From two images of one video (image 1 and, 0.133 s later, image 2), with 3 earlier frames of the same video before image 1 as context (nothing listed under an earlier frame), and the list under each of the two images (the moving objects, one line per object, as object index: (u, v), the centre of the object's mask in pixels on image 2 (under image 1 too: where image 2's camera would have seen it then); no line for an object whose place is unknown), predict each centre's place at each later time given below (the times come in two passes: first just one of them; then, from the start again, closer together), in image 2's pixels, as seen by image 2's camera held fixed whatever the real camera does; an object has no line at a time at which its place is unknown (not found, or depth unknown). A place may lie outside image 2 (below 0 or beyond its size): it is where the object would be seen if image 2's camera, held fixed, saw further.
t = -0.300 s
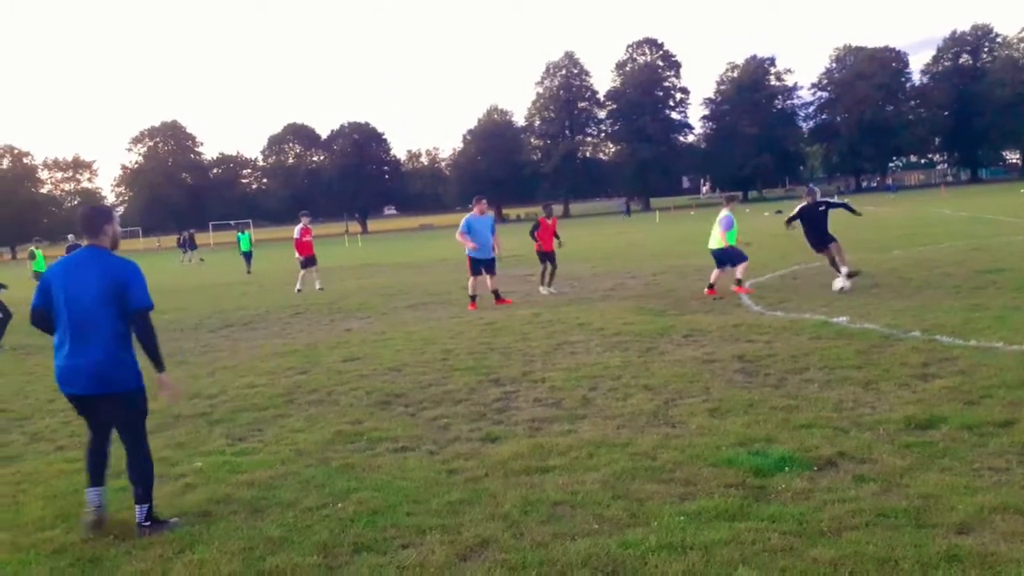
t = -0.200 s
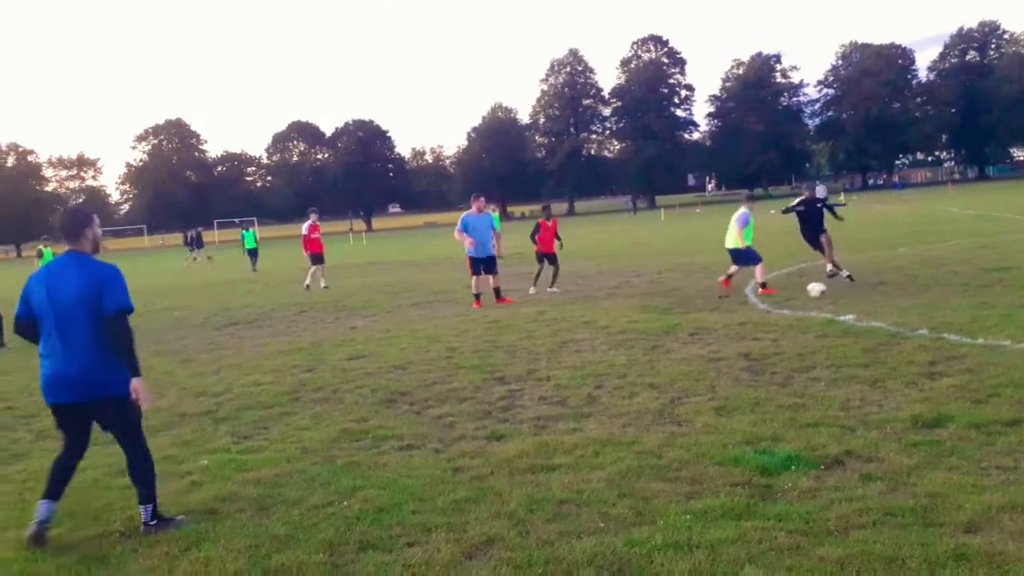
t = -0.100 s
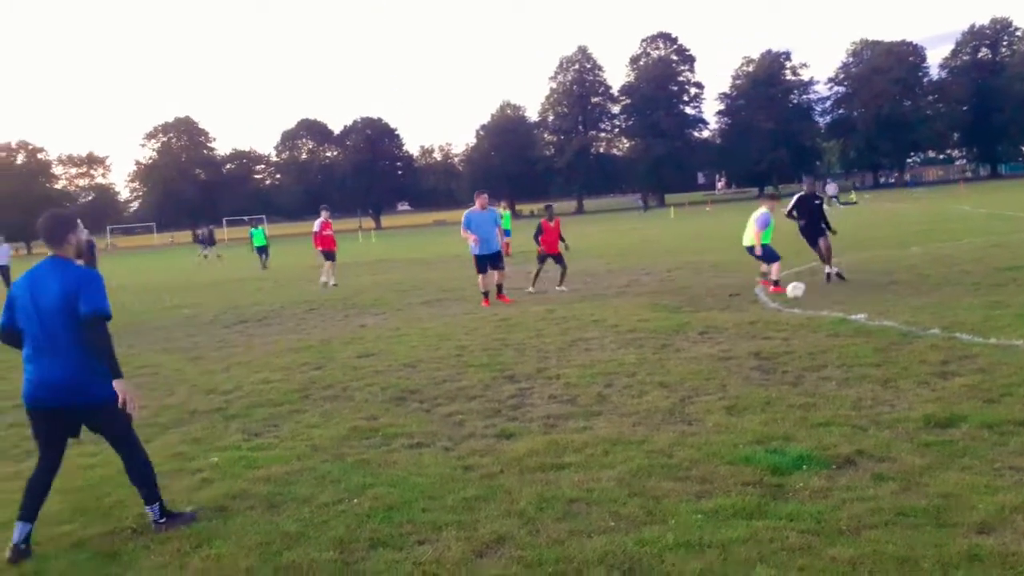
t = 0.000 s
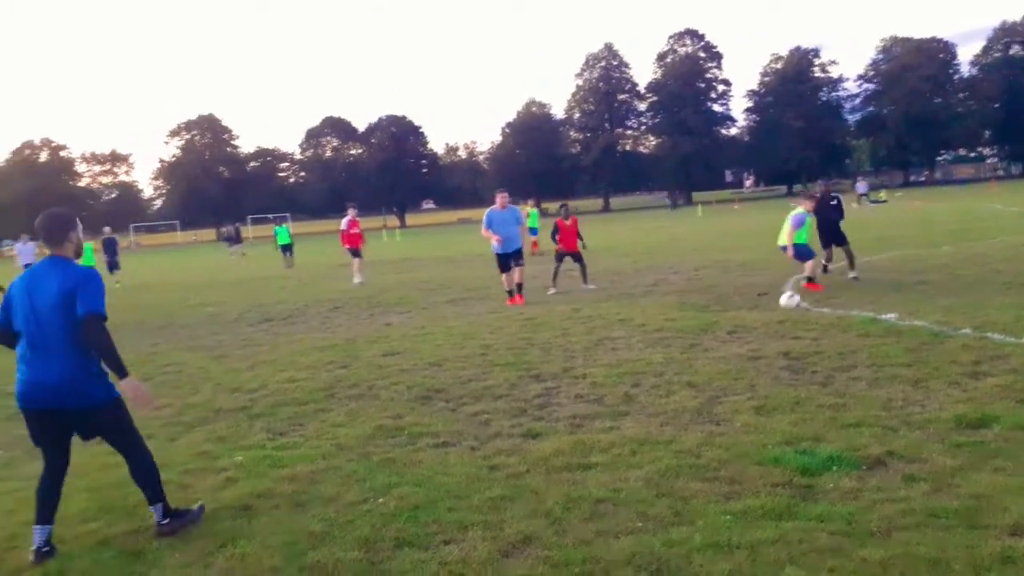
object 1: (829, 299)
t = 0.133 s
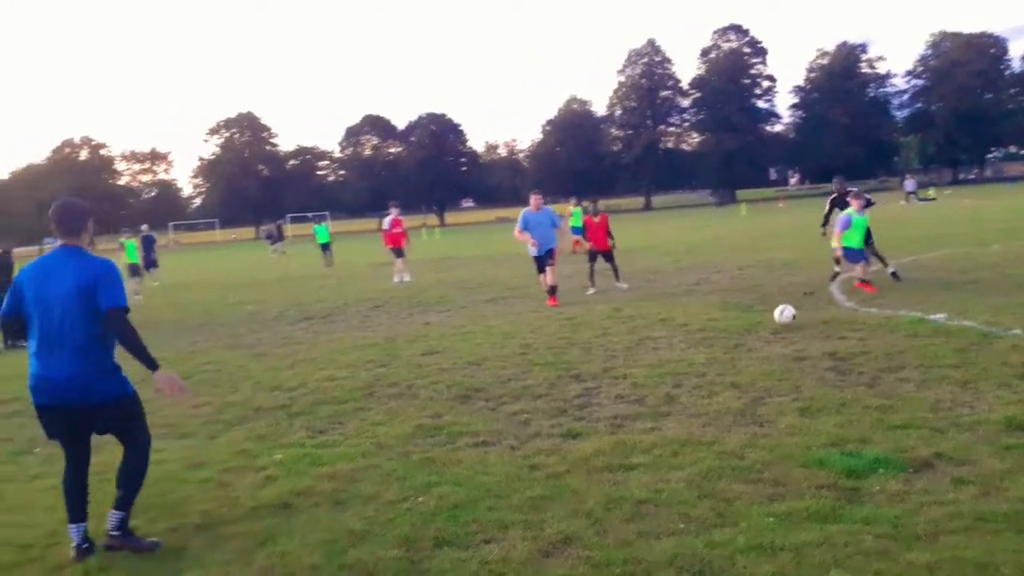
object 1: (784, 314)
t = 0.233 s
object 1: (748, 327)
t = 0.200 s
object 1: (760, 322)
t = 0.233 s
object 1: (748, 327)
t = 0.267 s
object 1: (734, 333)
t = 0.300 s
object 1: (721, 337)
